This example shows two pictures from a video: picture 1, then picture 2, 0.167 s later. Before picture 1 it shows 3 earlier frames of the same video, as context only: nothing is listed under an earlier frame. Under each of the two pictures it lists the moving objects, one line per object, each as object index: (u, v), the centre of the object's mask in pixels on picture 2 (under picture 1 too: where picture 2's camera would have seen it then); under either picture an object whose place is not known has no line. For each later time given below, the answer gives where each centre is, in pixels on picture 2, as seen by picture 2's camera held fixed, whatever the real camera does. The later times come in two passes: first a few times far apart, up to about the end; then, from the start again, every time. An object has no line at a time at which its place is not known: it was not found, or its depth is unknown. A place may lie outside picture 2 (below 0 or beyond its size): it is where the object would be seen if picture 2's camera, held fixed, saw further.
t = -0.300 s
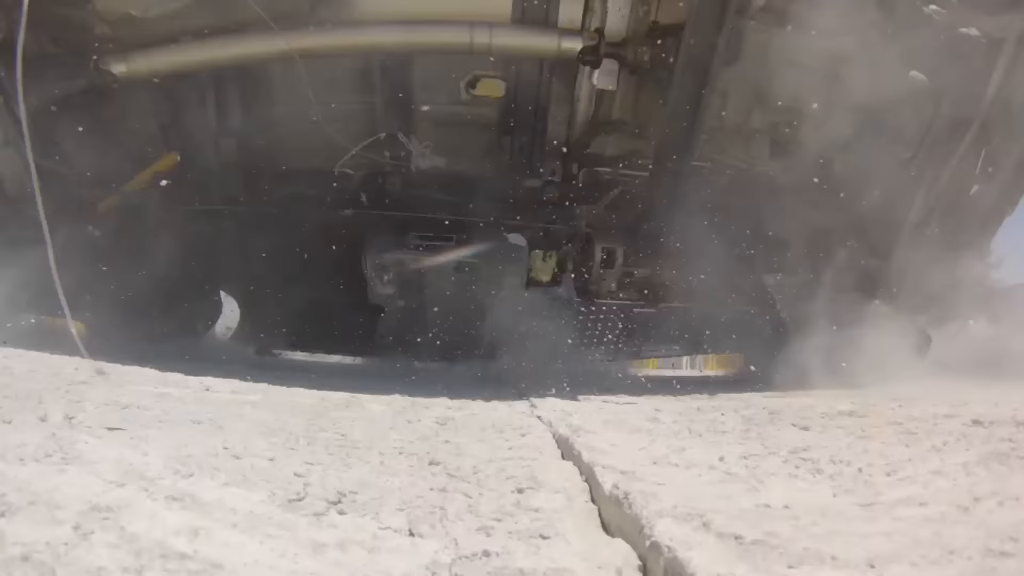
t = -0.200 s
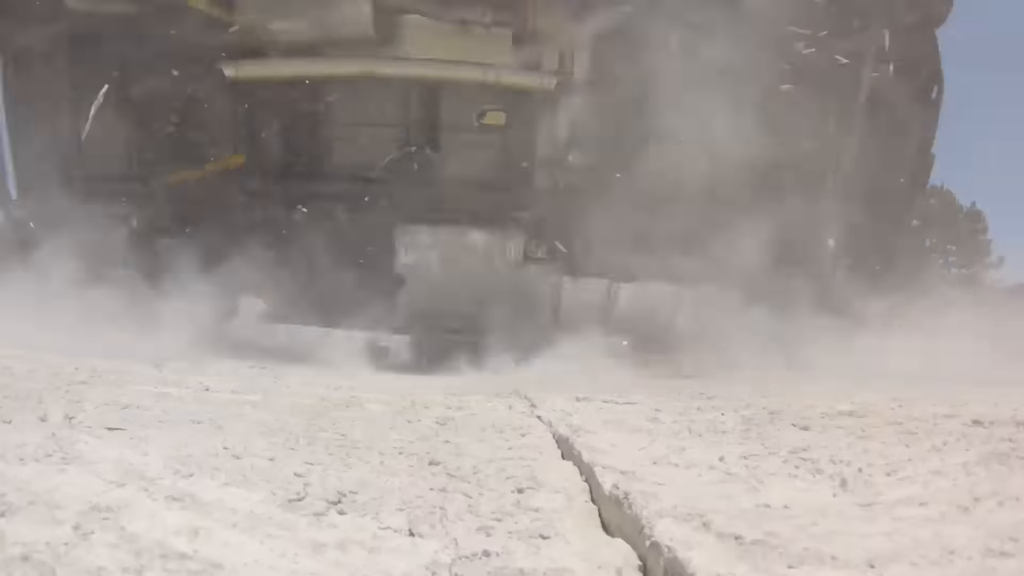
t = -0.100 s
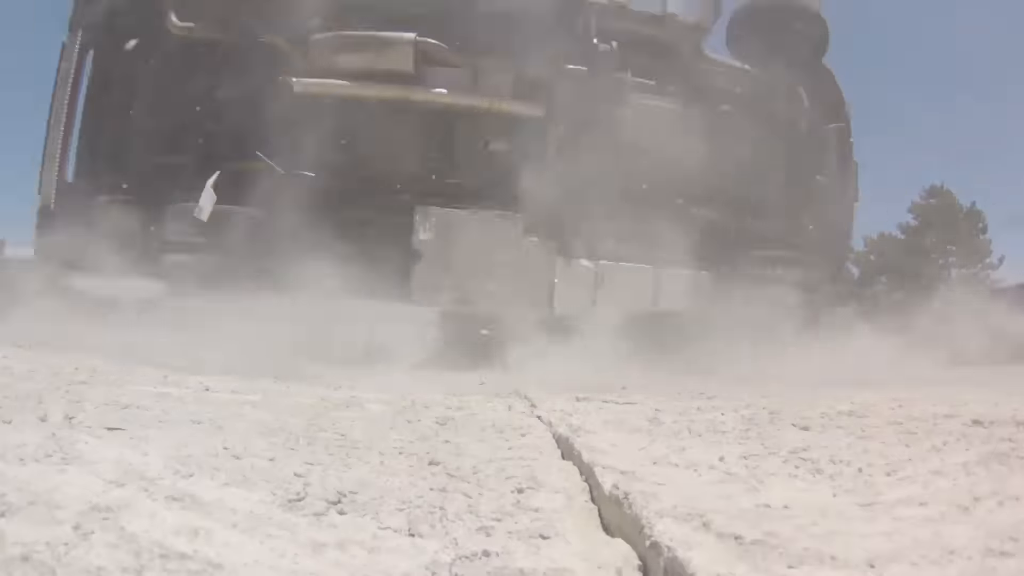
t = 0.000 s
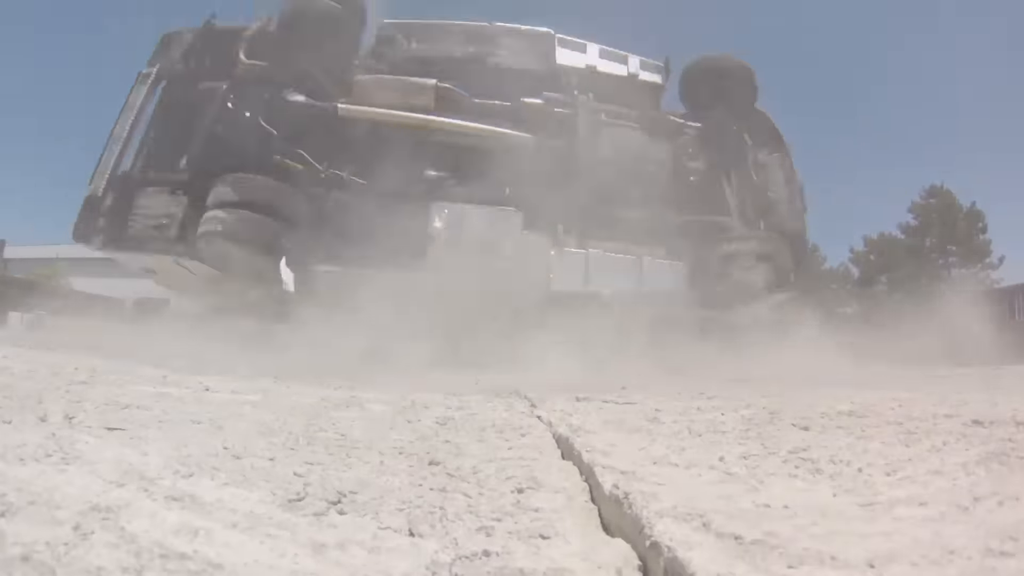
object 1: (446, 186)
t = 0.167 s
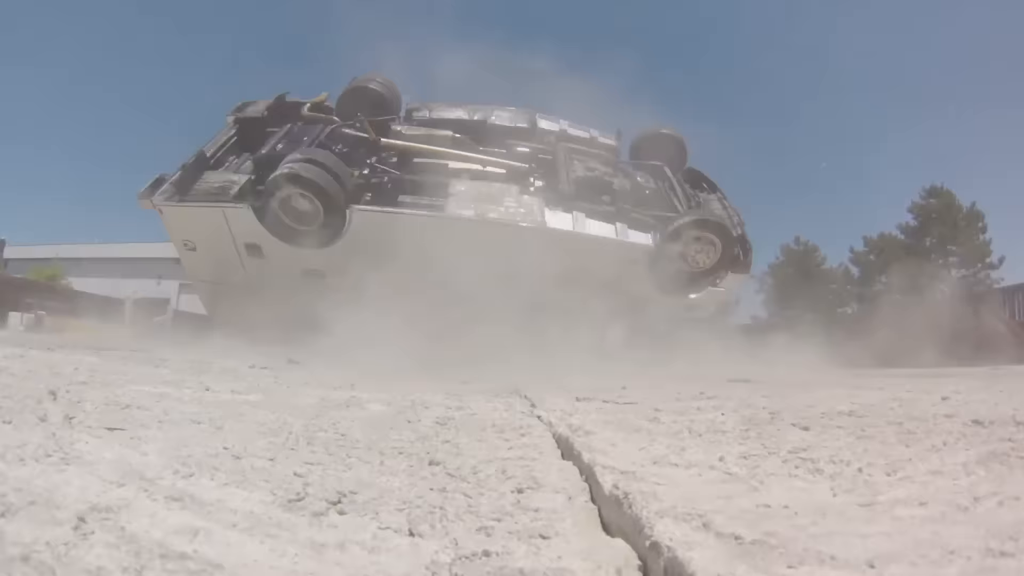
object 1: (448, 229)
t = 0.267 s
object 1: (446, 238)
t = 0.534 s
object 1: (452, 246)
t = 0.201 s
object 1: (447, 232)
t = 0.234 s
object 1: (447, 235)
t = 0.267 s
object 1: (446, 238)
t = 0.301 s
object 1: (445, 242)
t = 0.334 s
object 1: (444, 242)
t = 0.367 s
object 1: (444, 244)
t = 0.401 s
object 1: (443, 246)
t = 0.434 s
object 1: (442, 248)
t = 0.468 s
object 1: (443, 249)
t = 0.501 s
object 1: (451, 242)
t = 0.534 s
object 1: (452, 246)
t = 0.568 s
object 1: (452, 253)
